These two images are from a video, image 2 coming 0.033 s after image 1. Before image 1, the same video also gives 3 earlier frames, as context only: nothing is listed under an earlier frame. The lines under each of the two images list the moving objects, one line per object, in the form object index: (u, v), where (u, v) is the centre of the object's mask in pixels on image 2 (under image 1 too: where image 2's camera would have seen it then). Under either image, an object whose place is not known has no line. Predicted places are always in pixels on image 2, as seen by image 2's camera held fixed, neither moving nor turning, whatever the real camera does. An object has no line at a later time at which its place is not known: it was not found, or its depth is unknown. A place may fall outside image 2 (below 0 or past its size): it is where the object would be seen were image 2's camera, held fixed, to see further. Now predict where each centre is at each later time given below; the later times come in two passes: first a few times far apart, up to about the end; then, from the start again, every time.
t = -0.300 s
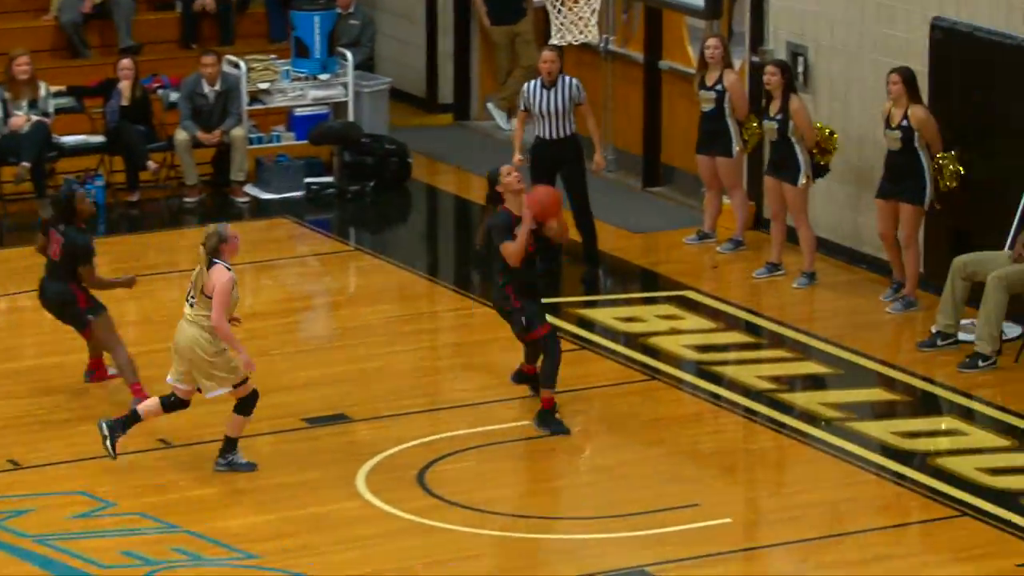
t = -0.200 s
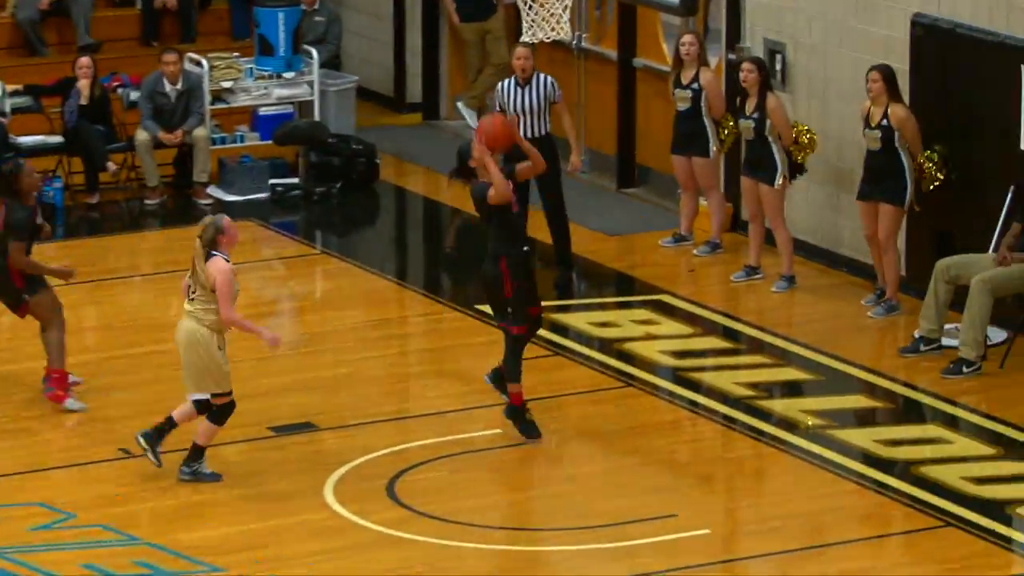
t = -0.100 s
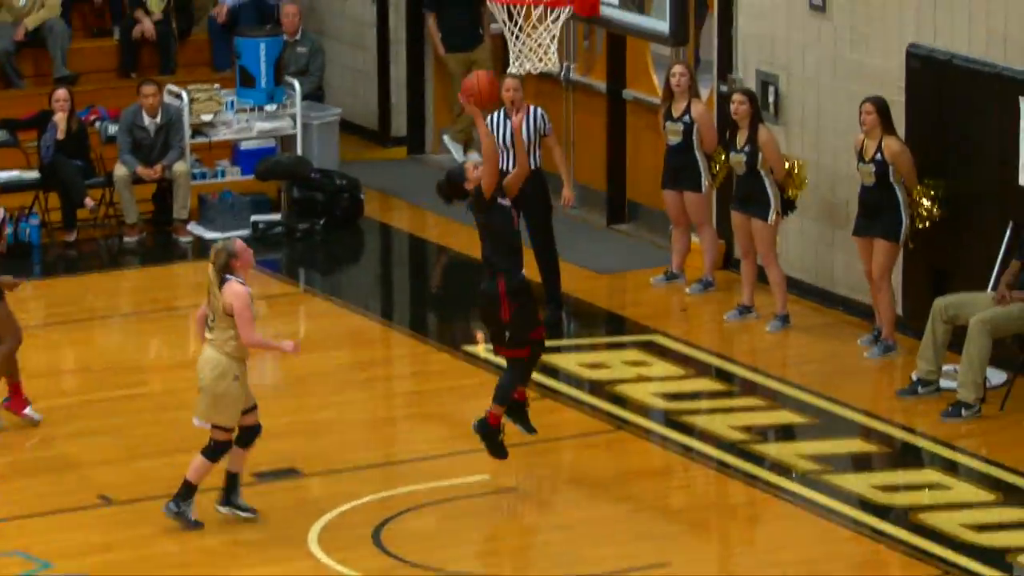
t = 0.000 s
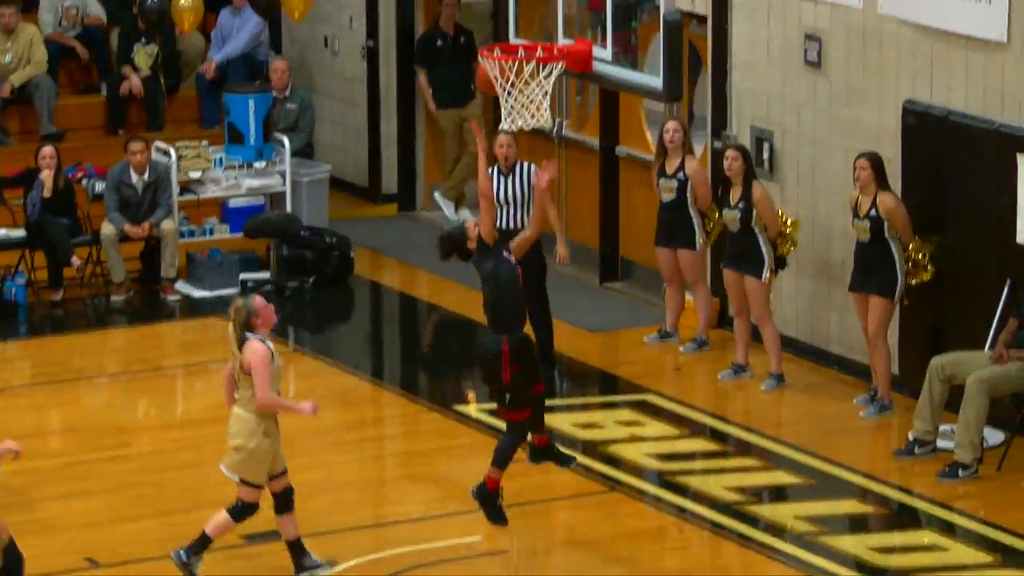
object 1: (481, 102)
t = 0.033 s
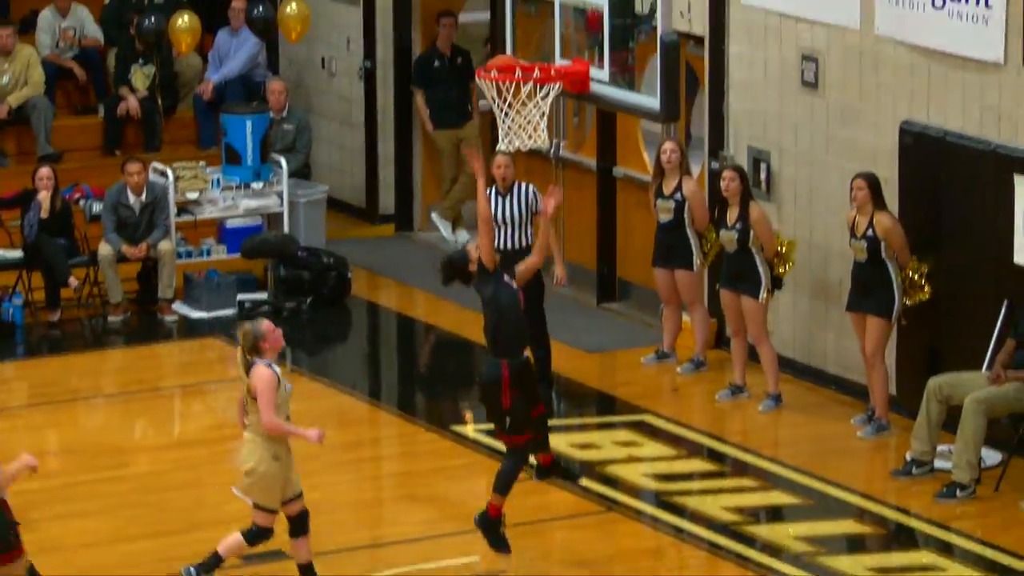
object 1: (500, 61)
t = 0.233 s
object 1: (533, 20)
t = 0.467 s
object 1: (529, 80)
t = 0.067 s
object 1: (513, 51)
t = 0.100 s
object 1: (523, 39)
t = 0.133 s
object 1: (533, 25)
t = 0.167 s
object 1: (534, 21)
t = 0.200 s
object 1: (533, 19)
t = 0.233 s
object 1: (533, 20)
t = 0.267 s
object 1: (533, 22)
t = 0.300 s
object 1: (532, 26)
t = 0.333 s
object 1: (532, 33)
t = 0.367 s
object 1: (531, 42)
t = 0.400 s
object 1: (531, 53)
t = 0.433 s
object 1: (529, 61)
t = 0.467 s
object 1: (529, 80)
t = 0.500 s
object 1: (529, 98)
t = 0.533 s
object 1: (528, 108)
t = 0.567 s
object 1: (524, 113)
